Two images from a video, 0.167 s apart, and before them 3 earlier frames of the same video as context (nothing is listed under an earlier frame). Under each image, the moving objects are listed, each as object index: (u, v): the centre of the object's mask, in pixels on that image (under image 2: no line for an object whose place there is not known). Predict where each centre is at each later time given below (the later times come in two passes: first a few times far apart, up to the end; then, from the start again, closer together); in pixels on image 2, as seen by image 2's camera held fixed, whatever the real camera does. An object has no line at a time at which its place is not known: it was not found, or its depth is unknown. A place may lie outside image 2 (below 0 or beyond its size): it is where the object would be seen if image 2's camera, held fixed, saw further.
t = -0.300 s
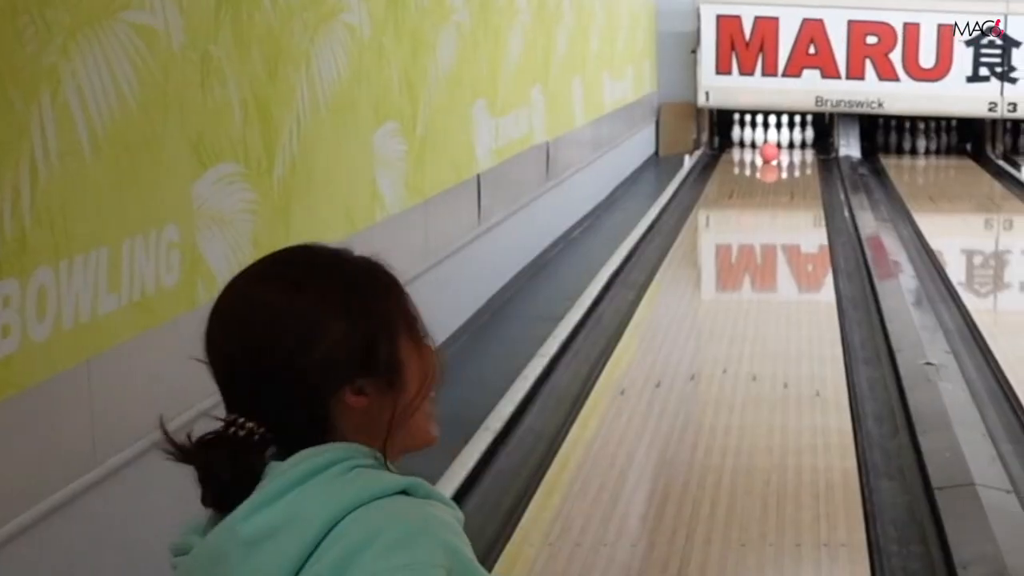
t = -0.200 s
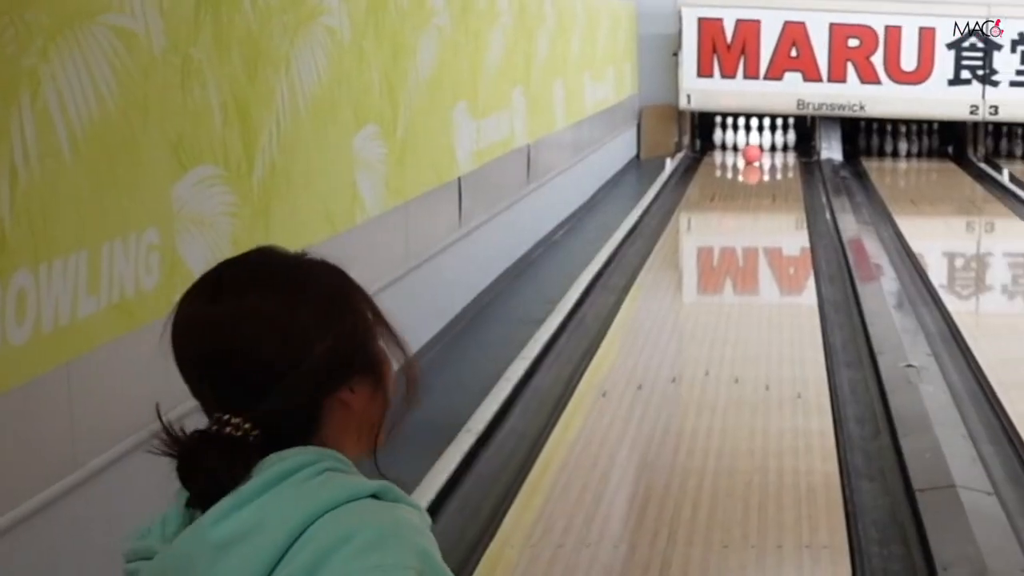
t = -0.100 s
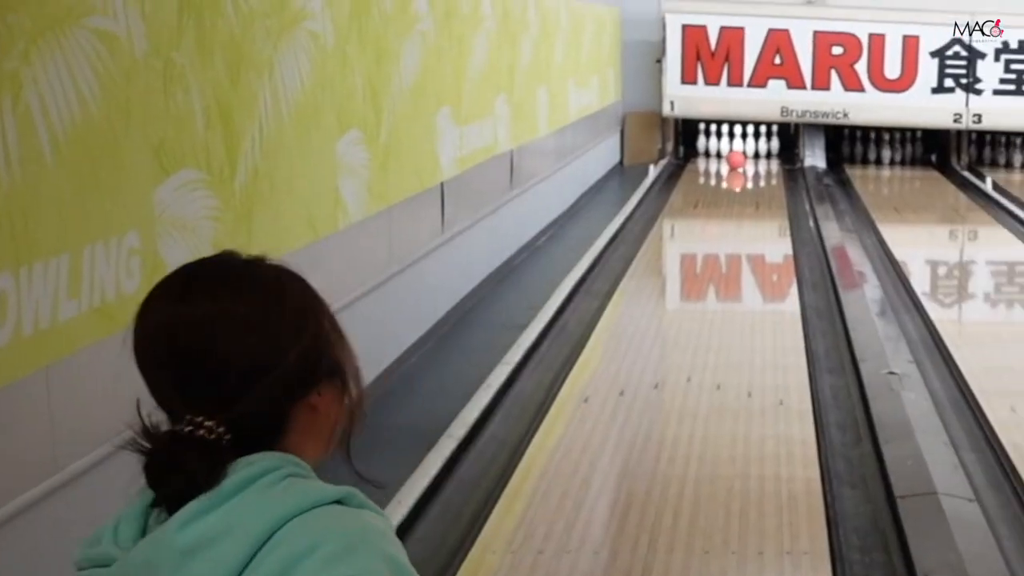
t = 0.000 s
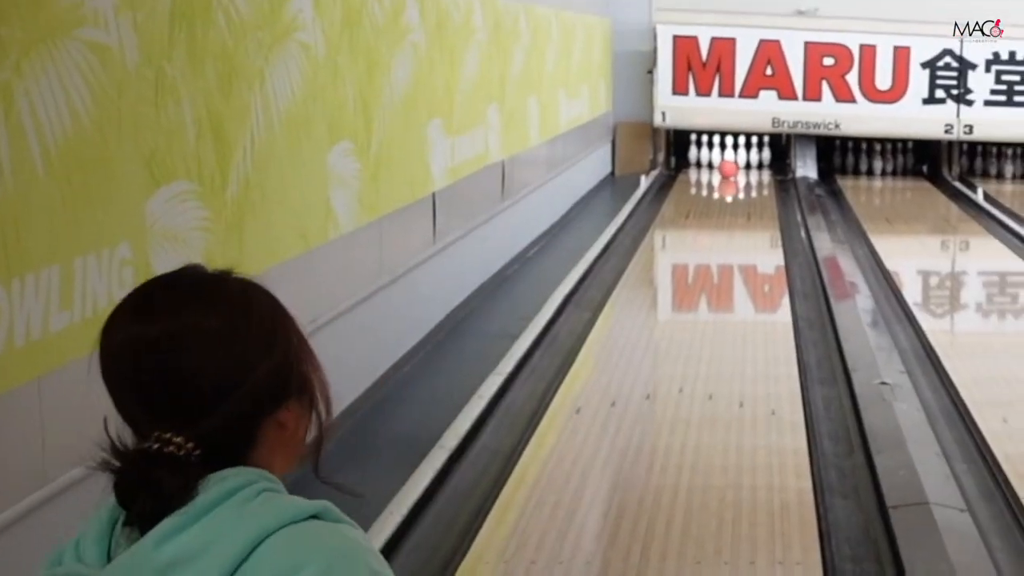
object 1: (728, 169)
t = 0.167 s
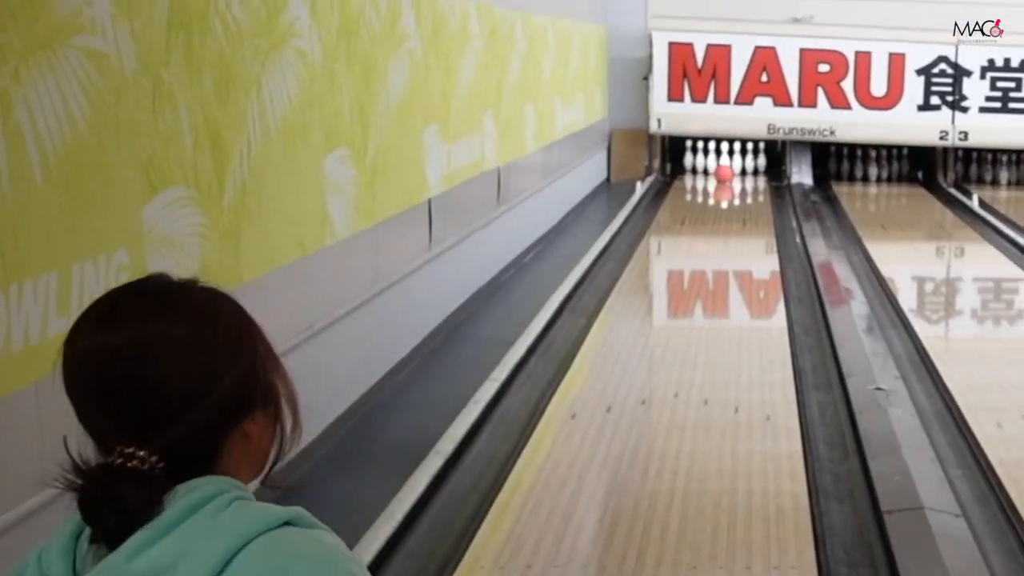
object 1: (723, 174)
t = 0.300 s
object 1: (724, 172)
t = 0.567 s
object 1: (725, 170)
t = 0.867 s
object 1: (729, 166)
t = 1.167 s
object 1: (730, 164)
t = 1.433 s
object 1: (728, 163)
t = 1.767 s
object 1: (724, 162)
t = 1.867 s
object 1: (723, 161)
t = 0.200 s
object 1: (724, 173)
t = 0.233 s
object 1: (724, 173)
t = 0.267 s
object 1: (724, 173)
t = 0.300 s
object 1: (724, 172)
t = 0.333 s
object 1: (725, 172)
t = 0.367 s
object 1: (725, 172)
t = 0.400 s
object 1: (725, 171)
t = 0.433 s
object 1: (725, 171)
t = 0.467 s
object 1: (725, 171)
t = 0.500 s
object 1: (725, 171)
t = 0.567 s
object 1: (725, 170)
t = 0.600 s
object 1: (726, 170)
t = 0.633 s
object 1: (726, 169)
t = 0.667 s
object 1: (727, 169)
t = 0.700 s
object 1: (727, 168)
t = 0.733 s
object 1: (727, 166)
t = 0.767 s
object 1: (728, 166)
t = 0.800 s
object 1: (728, 166)
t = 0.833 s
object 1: (729, 167)
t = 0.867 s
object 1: (729, 166)
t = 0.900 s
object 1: (730, 166)
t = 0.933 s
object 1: (730, 166)
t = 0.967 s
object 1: (731, 165)
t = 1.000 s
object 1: (731, 165)
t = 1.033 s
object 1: (731, 165)
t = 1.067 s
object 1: (731, 165)
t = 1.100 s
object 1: (730, 165)
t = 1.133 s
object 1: (730, 164)
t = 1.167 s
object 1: (730, 164)
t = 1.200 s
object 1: (730, 164)
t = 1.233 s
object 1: (731, 164)
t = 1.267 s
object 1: (731, 164)
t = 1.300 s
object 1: (731, 163)
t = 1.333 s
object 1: (730, 163)
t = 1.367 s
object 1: (729, 164)
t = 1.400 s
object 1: (729, 164)
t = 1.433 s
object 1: (728, 163)
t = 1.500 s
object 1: (727, 163)
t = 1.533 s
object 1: (727, 163)
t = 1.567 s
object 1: (727, 162)
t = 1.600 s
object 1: (726, 162)
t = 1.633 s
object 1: (725, 163)
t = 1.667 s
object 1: (725, 163)
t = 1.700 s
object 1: (724, 162)
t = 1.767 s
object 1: (724, 162)
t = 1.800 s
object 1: (724, 161)
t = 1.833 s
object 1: (724, 162)
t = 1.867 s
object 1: (723, 161)
